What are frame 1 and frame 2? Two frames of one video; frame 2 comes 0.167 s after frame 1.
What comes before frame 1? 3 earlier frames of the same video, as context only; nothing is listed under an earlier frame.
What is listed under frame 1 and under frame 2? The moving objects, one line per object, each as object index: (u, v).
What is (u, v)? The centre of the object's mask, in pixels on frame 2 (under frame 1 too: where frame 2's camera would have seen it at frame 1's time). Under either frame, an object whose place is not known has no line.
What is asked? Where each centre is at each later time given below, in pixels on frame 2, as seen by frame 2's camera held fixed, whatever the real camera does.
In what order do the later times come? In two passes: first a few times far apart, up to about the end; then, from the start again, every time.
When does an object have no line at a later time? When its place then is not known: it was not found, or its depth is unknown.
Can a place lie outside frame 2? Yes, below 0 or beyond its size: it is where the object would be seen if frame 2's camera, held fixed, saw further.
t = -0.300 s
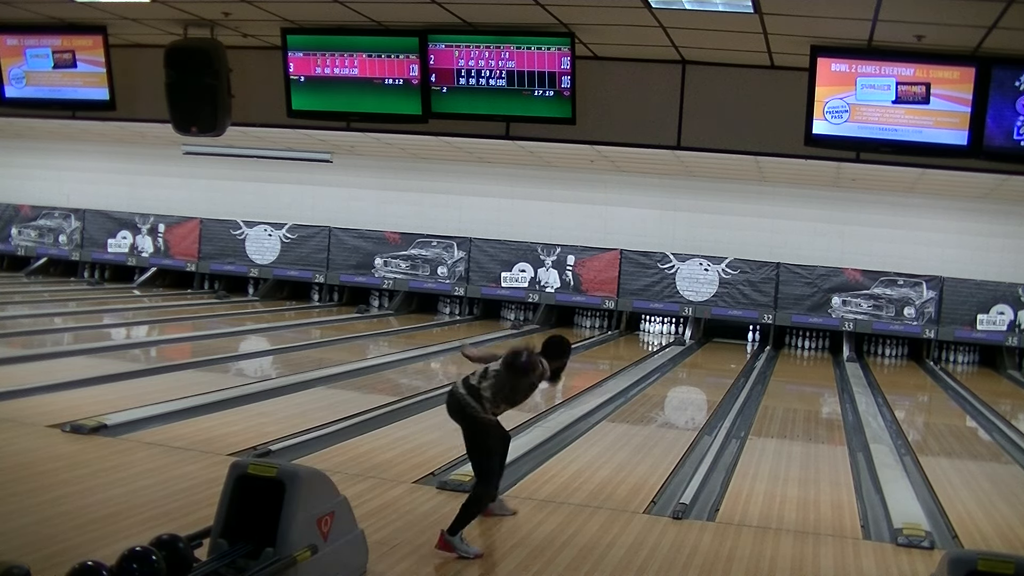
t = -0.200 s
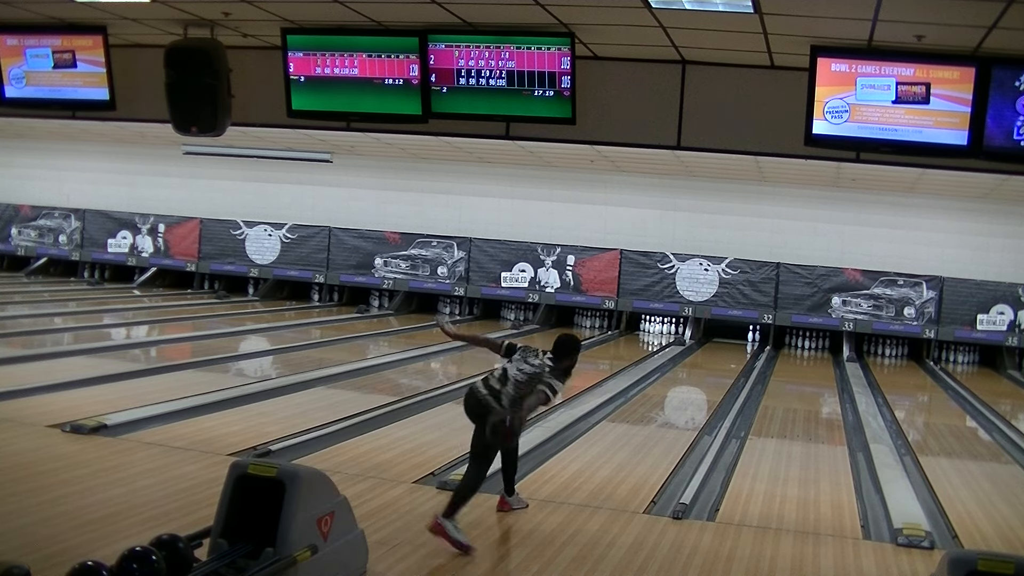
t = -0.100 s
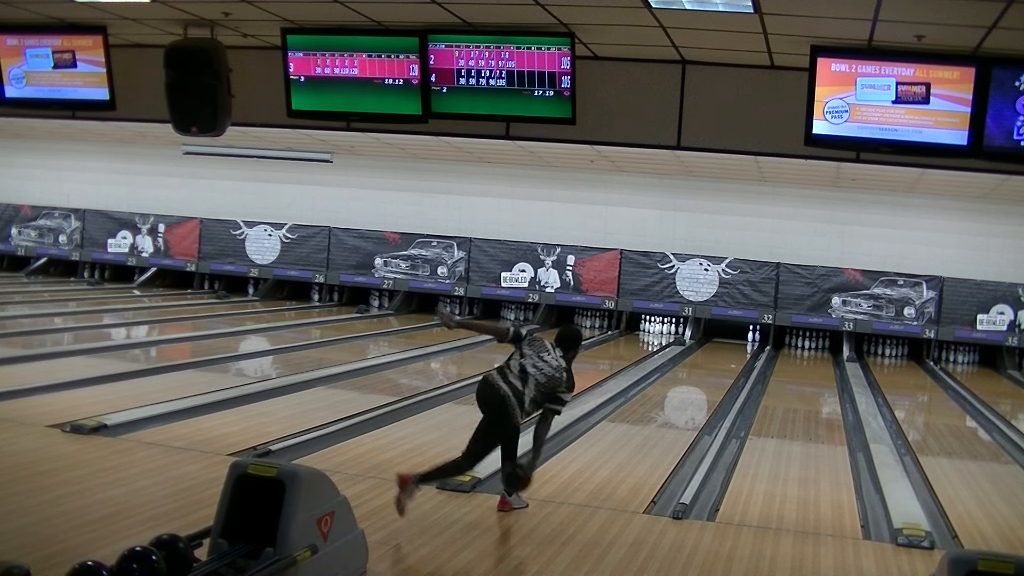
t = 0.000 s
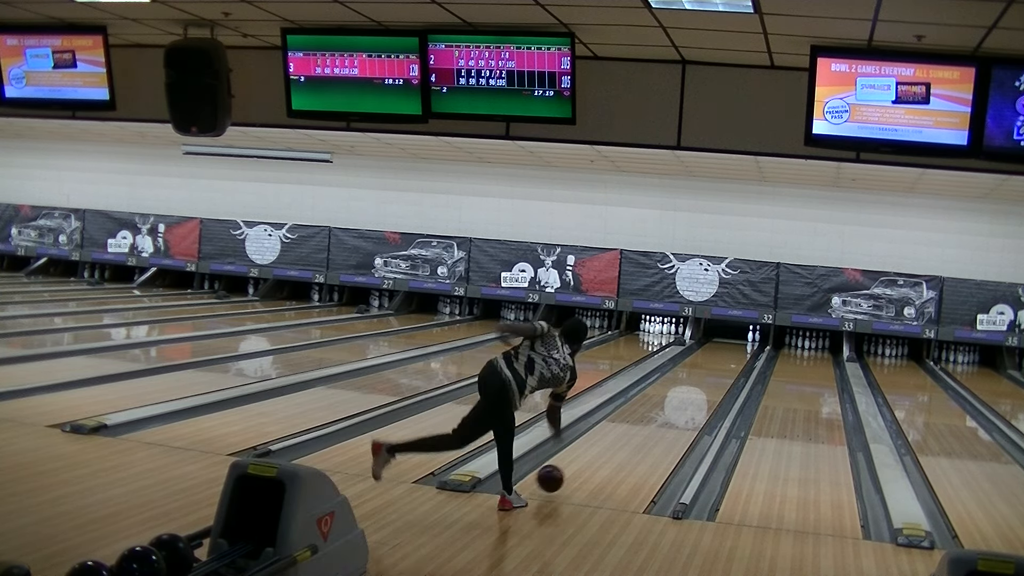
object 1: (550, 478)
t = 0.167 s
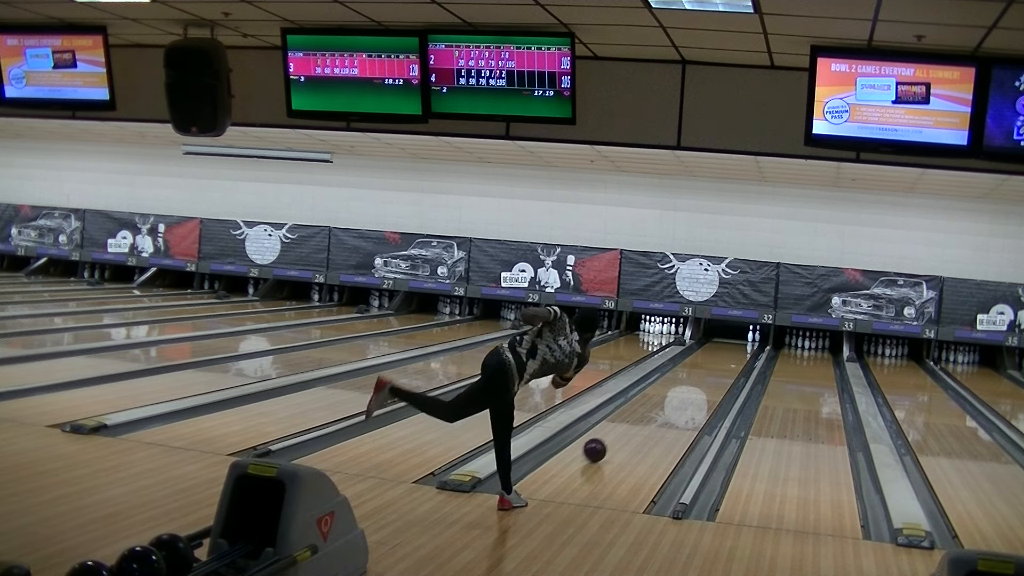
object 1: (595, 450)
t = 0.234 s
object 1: (609, 438)
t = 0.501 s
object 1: (652, 407)
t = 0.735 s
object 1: (677, 387)
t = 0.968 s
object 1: (696, 373)
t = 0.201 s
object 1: (602, 444)
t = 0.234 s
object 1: (609, 438)
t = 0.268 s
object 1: (615, 434)
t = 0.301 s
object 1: (621, 430)
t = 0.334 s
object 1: (627, 426)
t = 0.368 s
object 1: (633, 421)
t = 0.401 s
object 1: (638, 418)
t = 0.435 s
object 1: (643, 414)
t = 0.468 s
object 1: (647, 410)
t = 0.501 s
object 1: (652, 407)
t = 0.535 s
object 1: (656, 404)
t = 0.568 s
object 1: (660, 401)
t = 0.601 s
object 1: (664, 398)
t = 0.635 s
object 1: (667, 395)
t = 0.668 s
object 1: (671, 393)
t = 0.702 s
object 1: (674, 390)
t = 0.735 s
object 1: (677, 387)
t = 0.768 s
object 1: (681, 385)
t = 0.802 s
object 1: (683, 382)
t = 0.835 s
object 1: (686, 380)
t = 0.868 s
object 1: (689, 378)
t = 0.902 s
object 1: (691, 376)
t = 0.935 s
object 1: (694, 374)
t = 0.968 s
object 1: (696, 373)
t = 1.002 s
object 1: (699, 370)
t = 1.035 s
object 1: (701, 369)
